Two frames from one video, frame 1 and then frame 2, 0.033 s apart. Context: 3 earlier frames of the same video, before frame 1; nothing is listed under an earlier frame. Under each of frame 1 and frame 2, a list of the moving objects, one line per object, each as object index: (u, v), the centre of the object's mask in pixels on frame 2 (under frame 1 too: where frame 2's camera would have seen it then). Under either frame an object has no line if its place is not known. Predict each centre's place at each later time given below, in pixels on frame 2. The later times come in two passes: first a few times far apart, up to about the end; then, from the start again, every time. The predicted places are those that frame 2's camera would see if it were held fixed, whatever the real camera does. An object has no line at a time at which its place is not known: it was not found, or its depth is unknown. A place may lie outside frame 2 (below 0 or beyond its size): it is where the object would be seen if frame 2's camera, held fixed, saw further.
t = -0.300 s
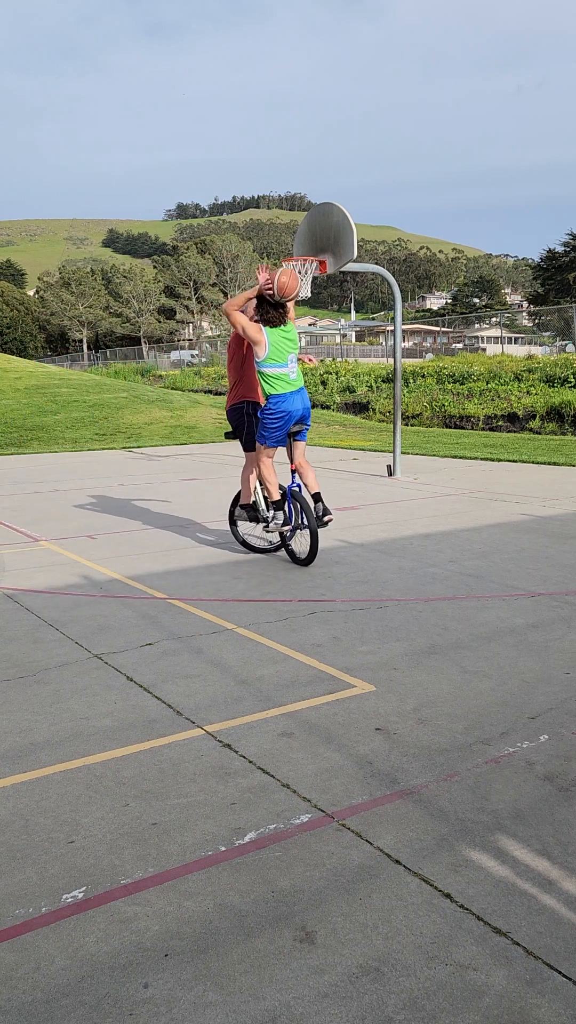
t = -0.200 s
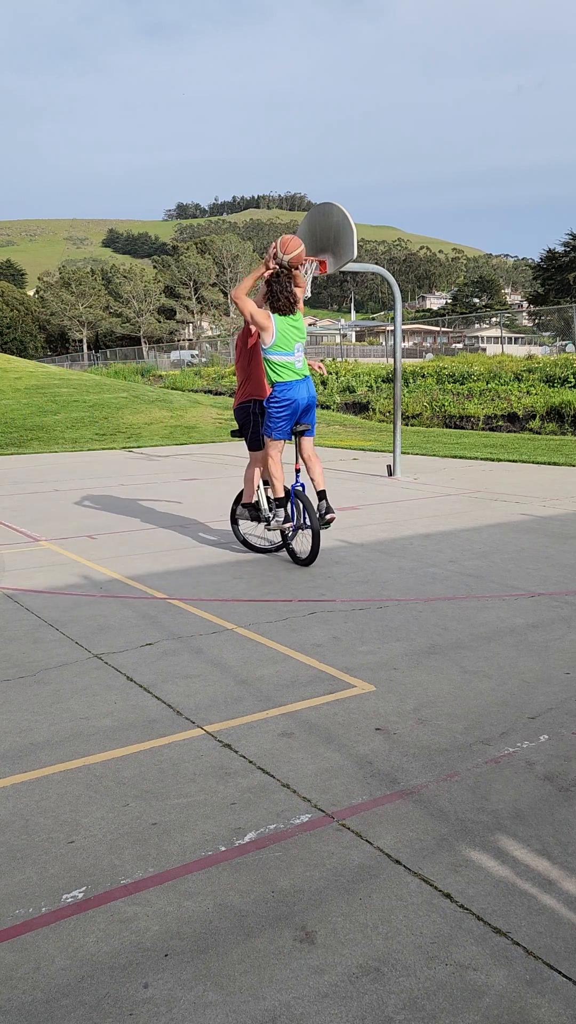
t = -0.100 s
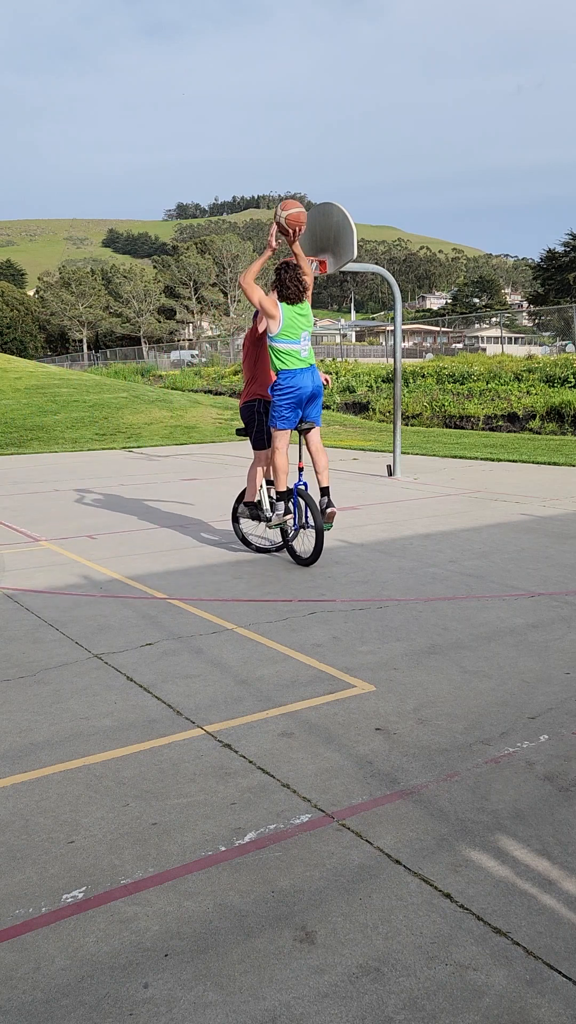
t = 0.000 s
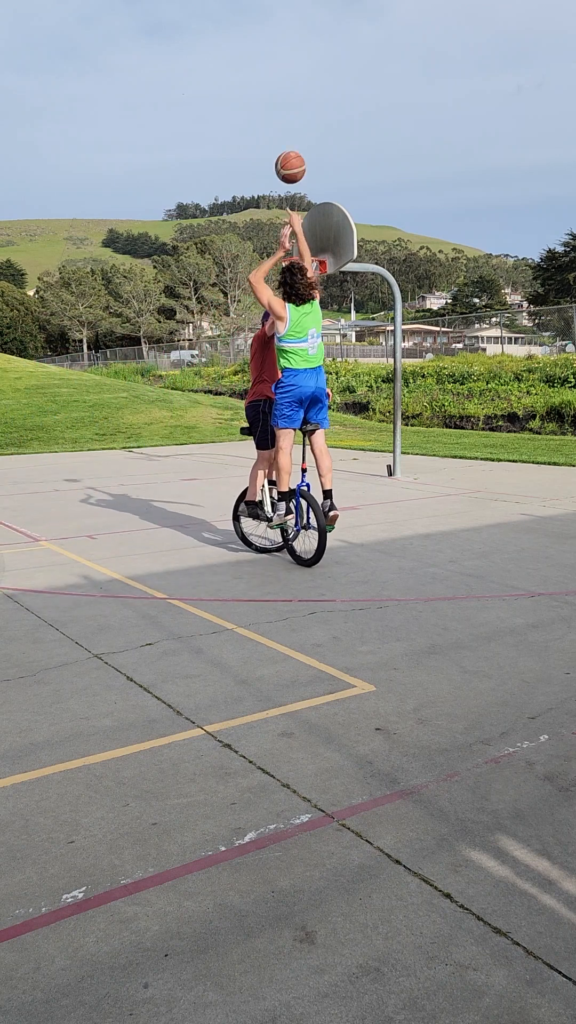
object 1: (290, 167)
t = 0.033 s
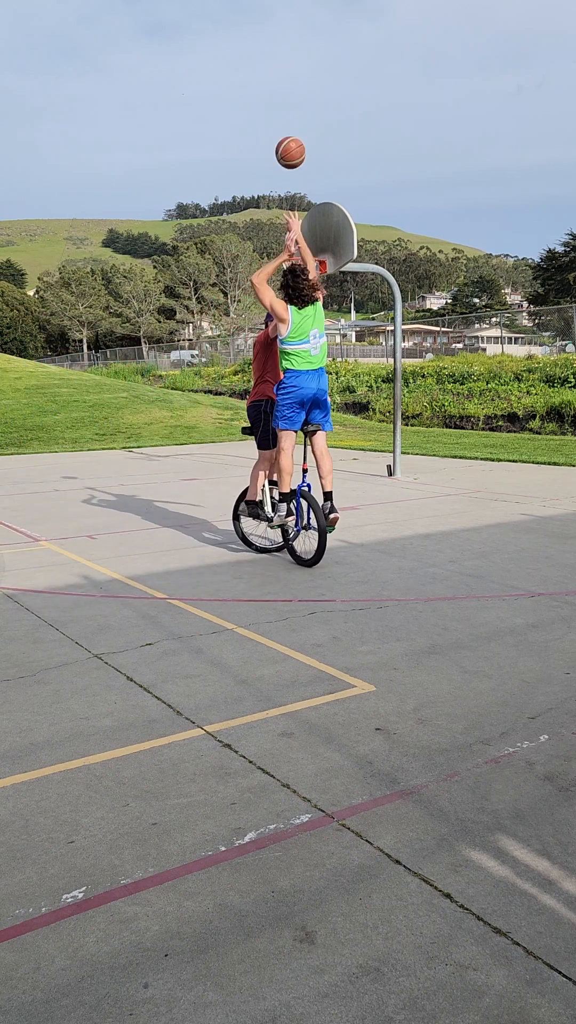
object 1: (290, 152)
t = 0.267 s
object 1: (292, 100)
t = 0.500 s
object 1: (294, 114)
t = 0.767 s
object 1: (298, 181)
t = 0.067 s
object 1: (290, 140)
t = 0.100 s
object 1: (290, 129)
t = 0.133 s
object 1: (290, 120)
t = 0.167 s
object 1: (291, 113)
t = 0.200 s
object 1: (291, 107)
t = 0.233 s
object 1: (291, 103)
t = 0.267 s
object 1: (292, 100)
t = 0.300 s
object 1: (292, 98)
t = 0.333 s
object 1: (292, 98)
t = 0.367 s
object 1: (293, 99)
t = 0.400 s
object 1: (293, 101)
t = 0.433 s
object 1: (294, 104)
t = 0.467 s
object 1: (294, 109)
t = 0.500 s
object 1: (294, 114)
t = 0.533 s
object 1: (295, 120)
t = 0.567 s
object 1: (295, 126)
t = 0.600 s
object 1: (296, 134)
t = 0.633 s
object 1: (296, 143)
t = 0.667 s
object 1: (296, 151)
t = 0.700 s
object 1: (297, 161)
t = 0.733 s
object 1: (297, 171)
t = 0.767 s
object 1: (298, 181)
